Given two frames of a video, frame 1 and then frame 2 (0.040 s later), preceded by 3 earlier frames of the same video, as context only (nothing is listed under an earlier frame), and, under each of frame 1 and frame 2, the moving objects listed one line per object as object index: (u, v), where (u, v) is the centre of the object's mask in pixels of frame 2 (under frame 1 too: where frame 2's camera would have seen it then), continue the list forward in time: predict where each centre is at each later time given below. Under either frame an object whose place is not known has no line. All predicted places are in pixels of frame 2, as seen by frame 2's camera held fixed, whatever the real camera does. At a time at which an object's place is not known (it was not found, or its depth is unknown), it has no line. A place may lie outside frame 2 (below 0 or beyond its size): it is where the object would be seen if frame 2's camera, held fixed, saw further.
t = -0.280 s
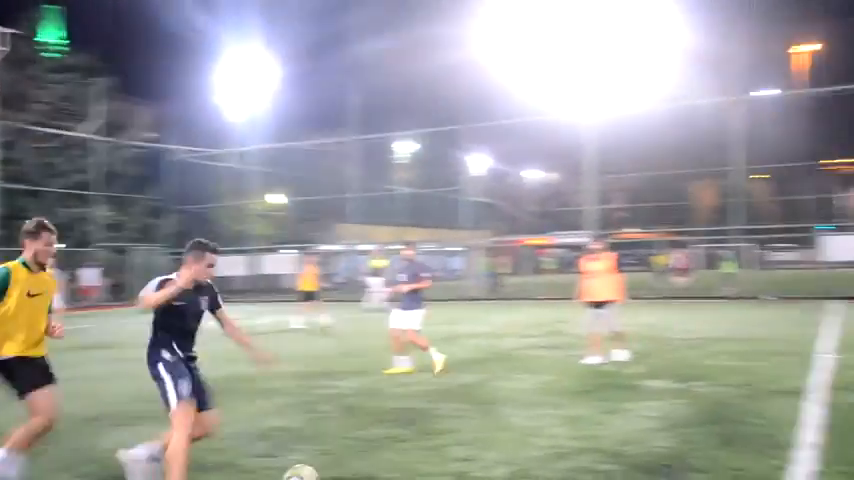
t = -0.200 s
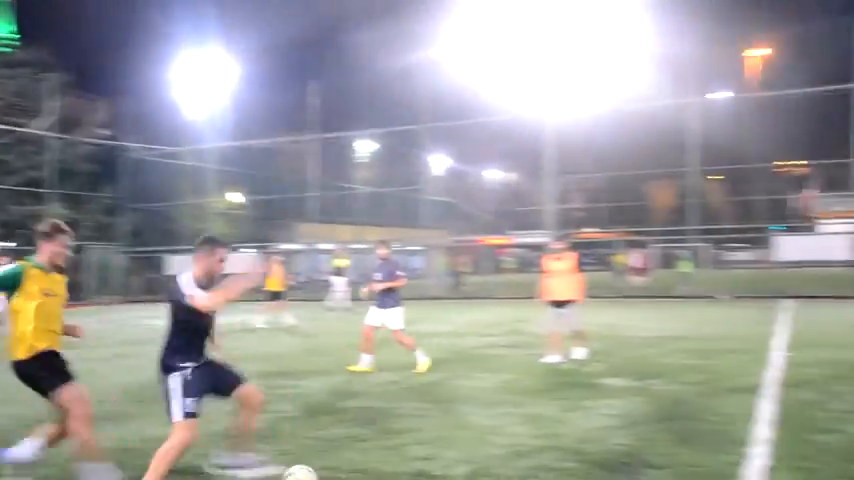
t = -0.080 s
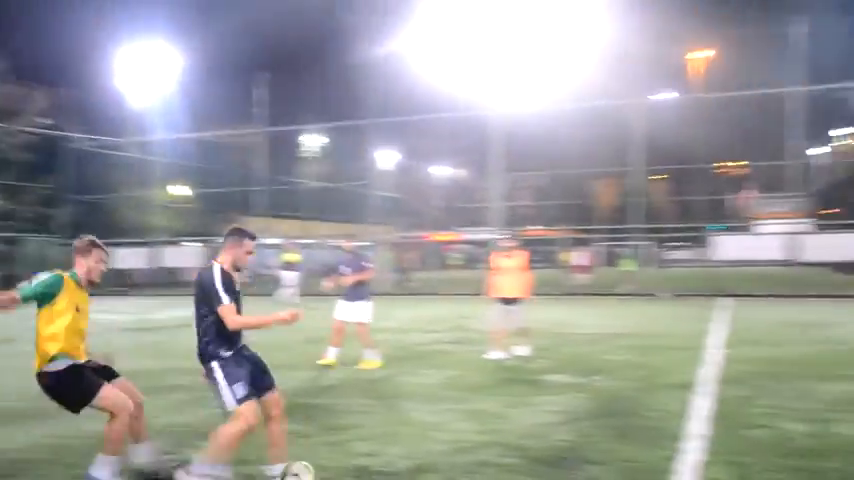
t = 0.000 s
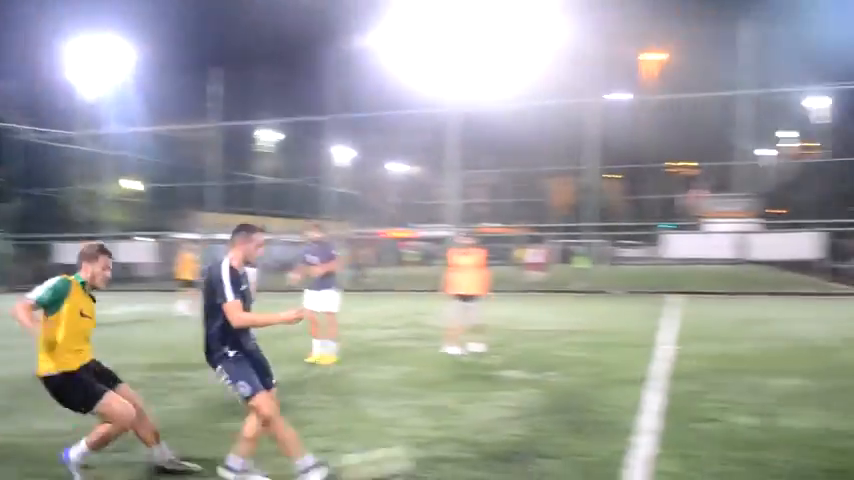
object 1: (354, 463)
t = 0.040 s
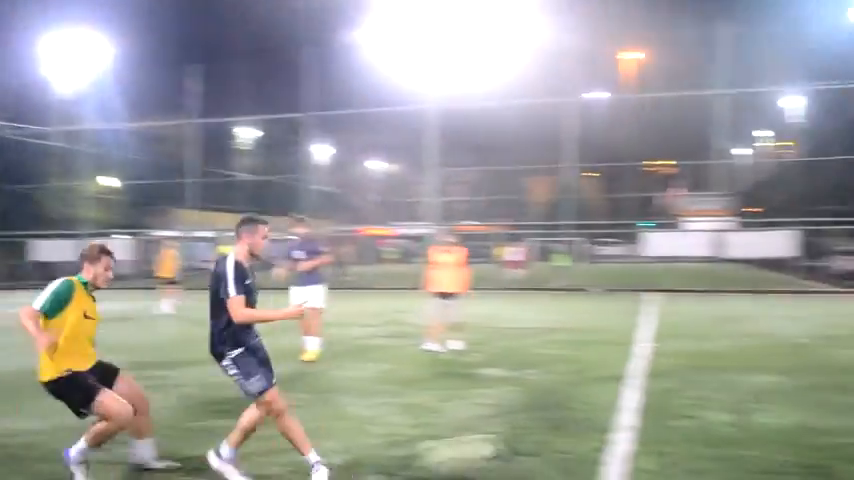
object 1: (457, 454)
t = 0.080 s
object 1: (557, 444)
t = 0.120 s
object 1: (659, 442)
